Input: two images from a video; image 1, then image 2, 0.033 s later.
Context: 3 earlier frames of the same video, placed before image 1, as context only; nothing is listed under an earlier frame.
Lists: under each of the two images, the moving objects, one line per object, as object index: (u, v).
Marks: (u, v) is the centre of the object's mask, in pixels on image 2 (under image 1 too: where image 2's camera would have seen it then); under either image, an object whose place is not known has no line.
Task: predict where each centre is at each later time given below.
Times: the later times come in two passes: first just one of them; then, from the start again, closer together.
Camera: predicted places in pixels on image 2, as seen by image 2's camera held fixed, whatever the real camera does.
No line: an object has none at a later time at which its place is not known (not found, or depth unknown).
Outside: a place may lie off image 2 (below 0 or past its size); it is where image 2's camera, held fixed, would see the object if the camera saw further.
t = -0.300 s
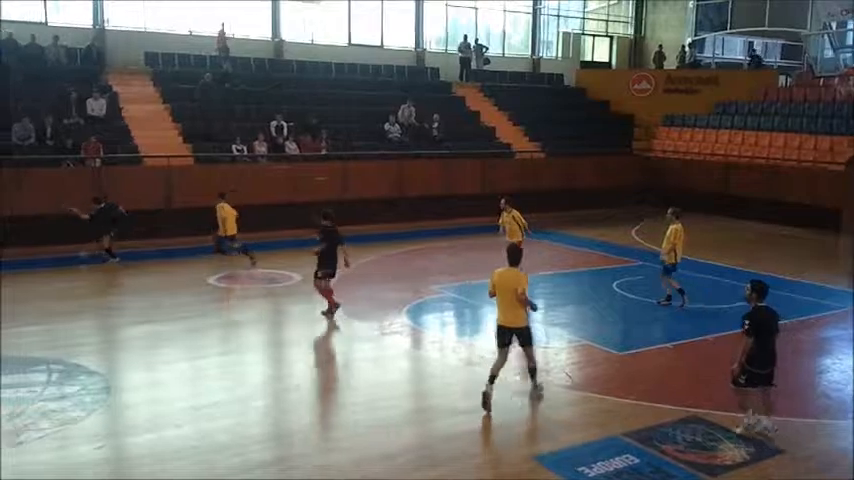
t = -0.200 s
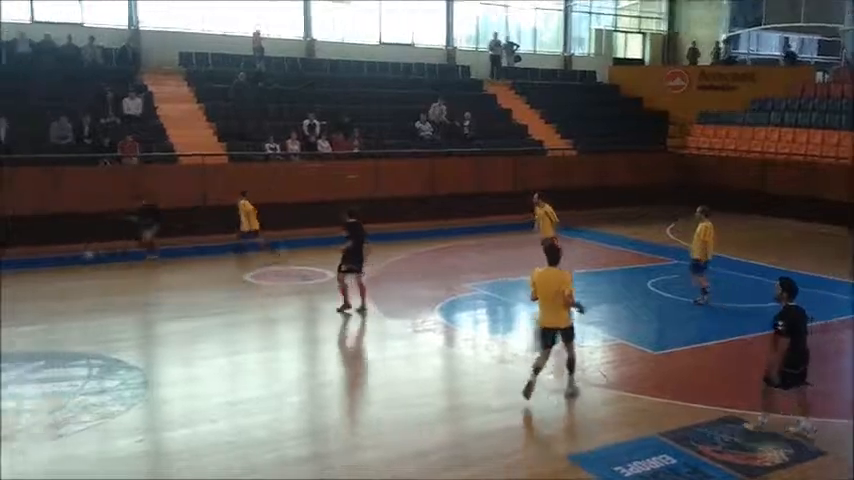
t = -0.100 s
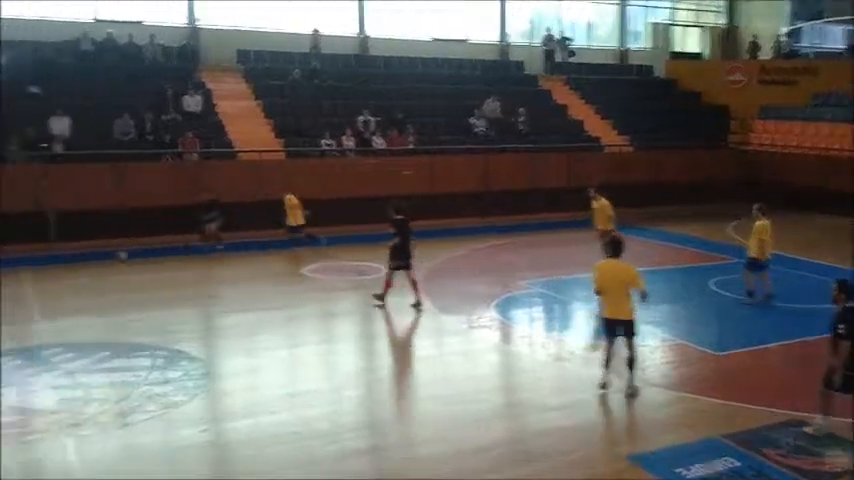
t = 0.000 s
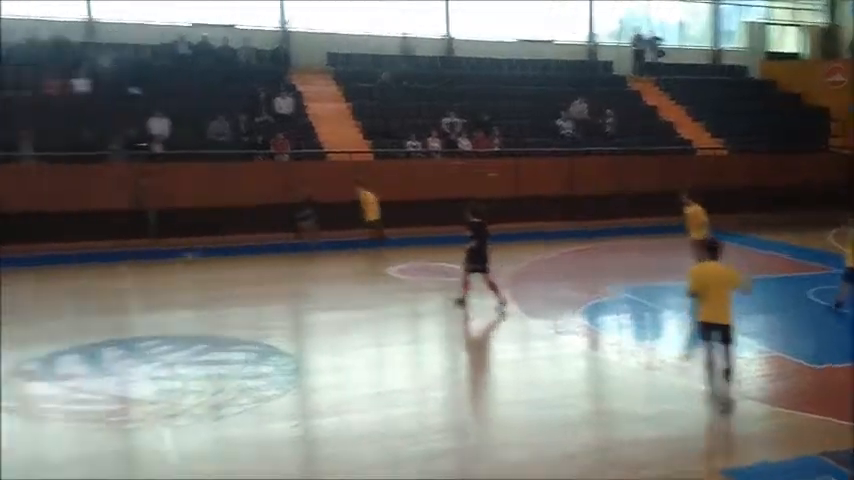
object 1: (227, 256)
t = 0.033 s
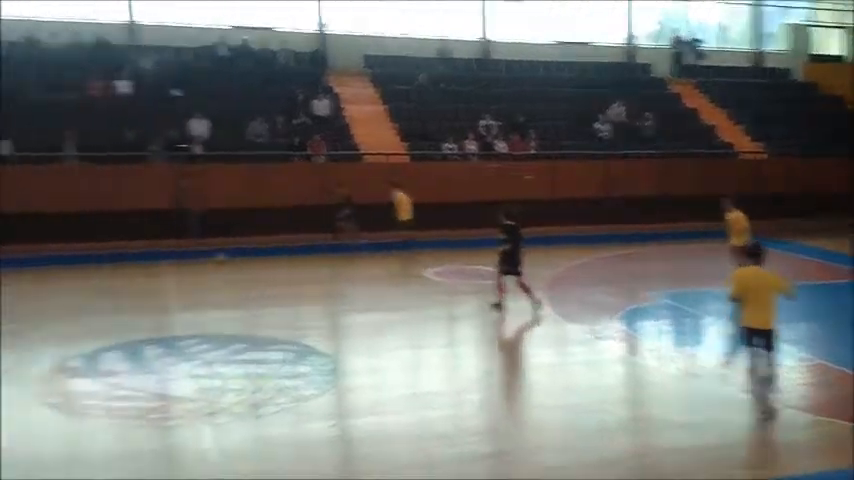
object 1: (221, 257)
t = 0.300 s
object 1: (155, 267)
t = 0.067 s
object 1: (212, 259)
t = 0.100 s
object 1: (206, 260)
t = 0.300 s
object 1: (155, 267)
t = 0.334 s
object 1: (146, 267)
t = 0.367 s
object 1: (136, 269)
